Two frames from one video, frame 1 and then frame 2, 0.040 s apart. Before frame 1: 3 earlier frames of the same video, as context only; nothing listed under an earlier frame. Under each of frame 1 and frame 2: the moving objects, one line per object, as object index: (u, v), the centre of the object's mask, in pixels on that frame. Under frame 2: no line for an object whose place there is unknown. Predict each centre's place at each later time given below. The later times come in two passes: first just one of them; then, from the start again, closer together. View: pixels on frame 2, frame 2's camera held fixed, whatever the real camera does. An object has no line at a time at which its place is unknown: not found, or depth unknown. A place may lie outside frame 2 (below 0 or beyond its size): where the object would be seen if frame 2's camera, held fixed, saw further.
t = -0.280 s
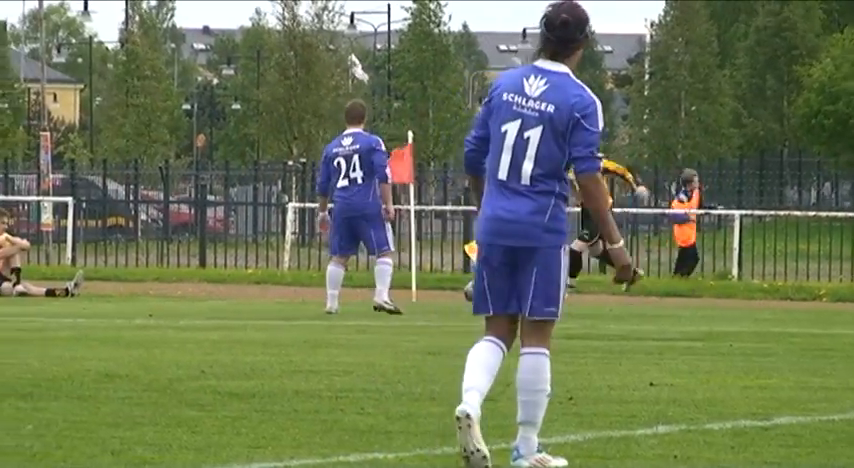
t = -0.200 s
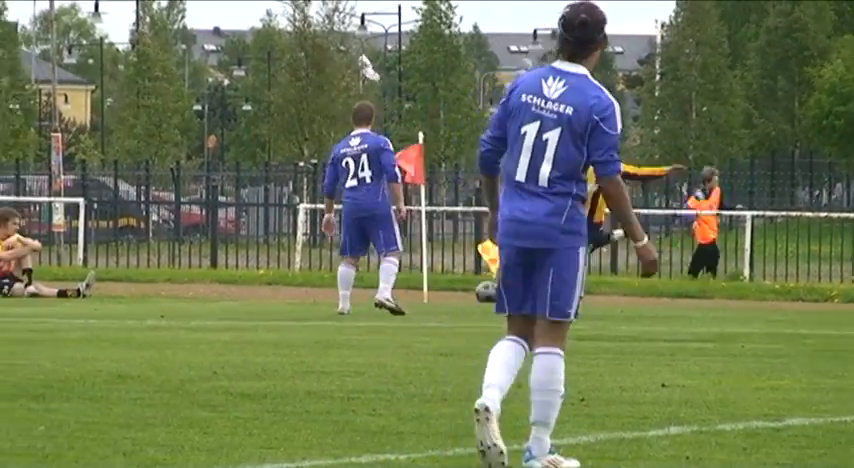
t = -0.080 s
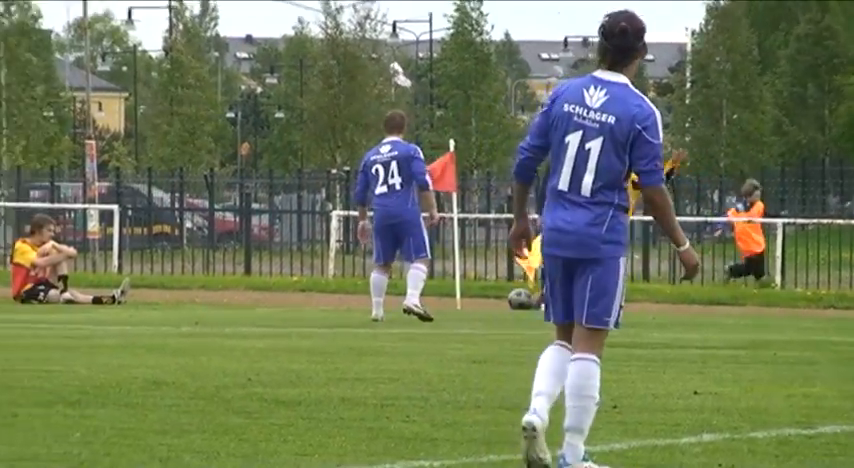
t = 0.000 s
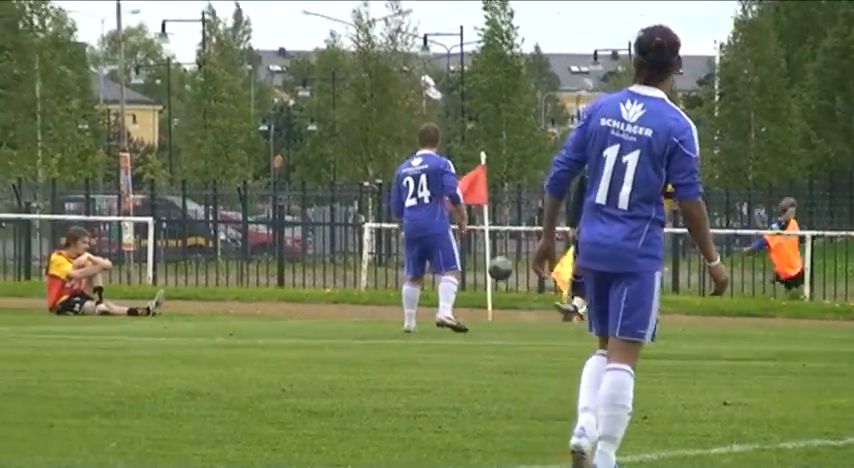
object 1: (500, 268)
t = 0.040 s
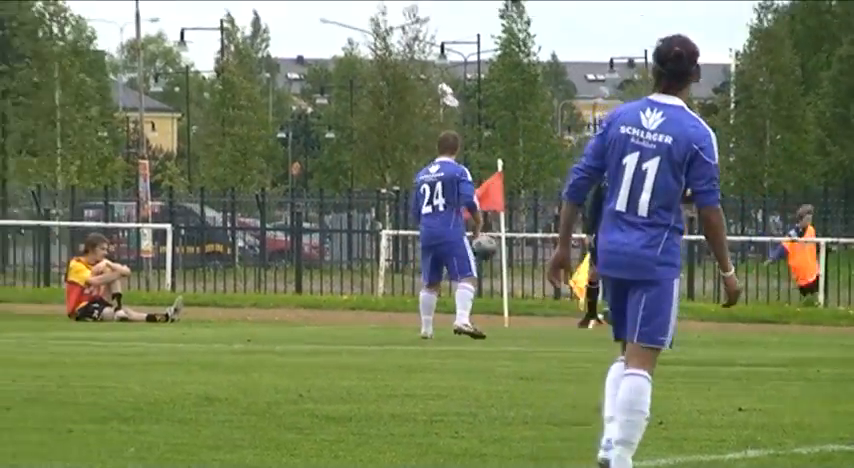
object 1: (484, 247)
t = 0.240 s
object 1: (312, 120)
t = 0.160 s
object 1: (382, 171)
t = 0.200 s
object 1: (347, 146)
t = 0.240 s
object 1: (312, 120)
